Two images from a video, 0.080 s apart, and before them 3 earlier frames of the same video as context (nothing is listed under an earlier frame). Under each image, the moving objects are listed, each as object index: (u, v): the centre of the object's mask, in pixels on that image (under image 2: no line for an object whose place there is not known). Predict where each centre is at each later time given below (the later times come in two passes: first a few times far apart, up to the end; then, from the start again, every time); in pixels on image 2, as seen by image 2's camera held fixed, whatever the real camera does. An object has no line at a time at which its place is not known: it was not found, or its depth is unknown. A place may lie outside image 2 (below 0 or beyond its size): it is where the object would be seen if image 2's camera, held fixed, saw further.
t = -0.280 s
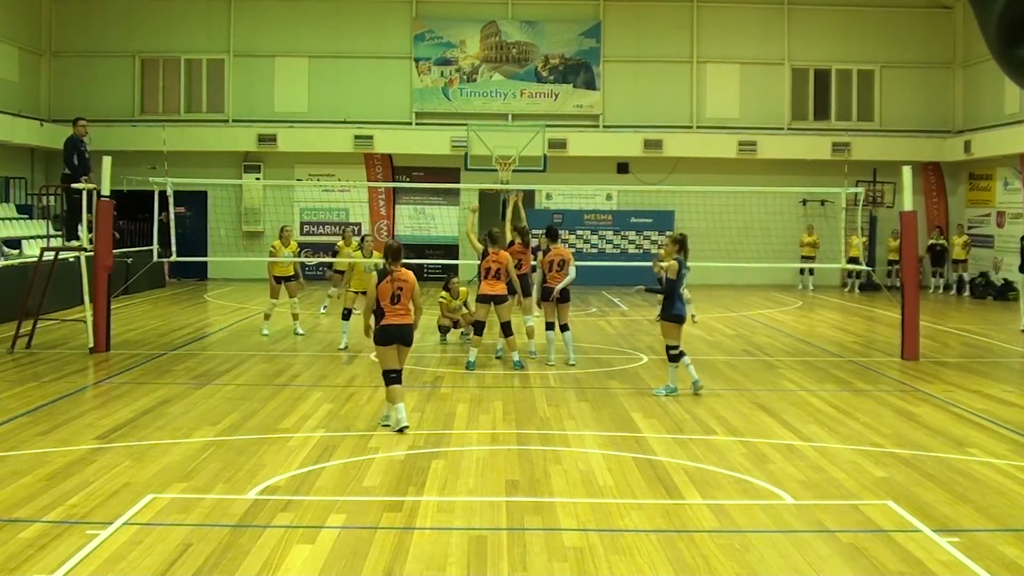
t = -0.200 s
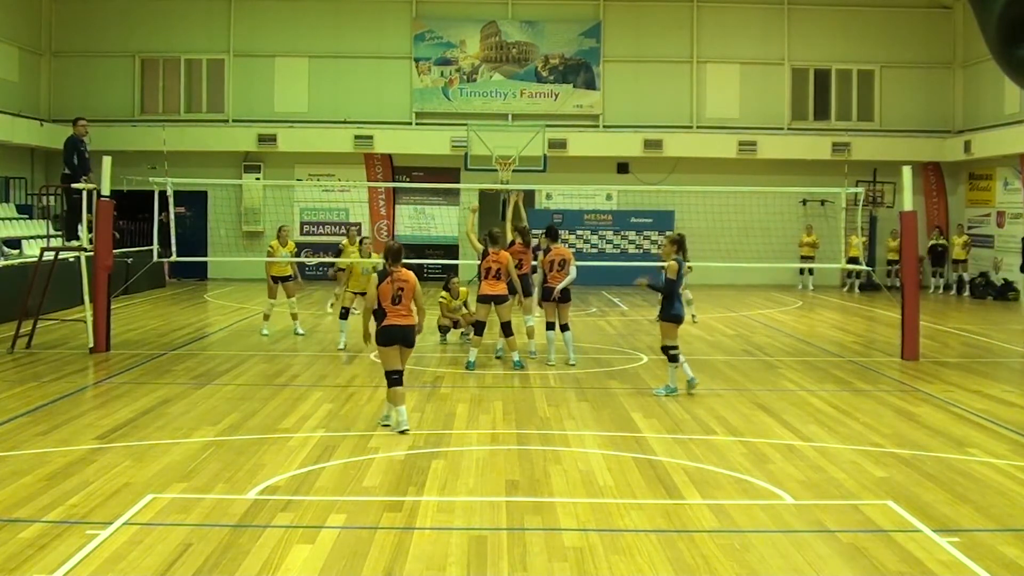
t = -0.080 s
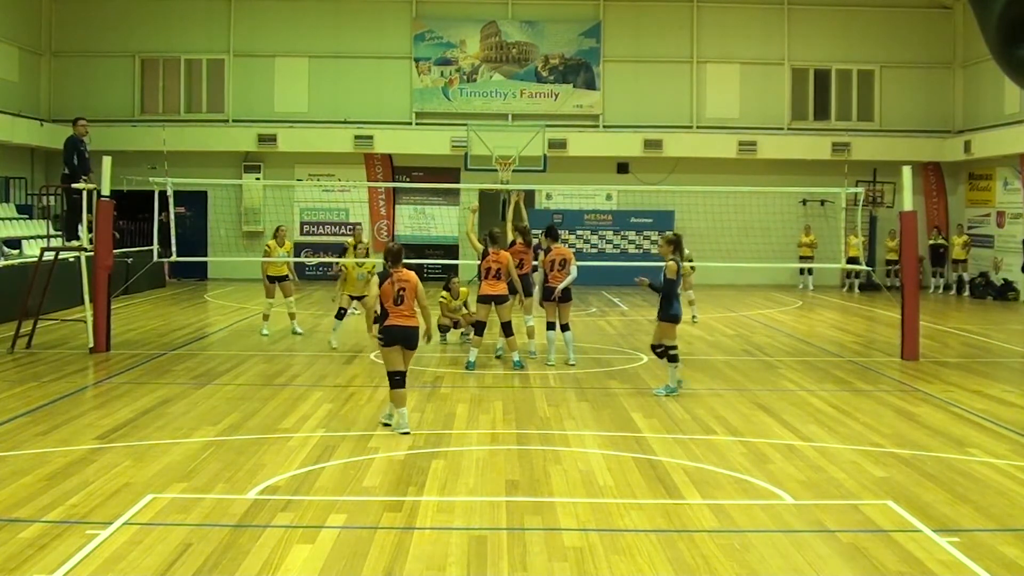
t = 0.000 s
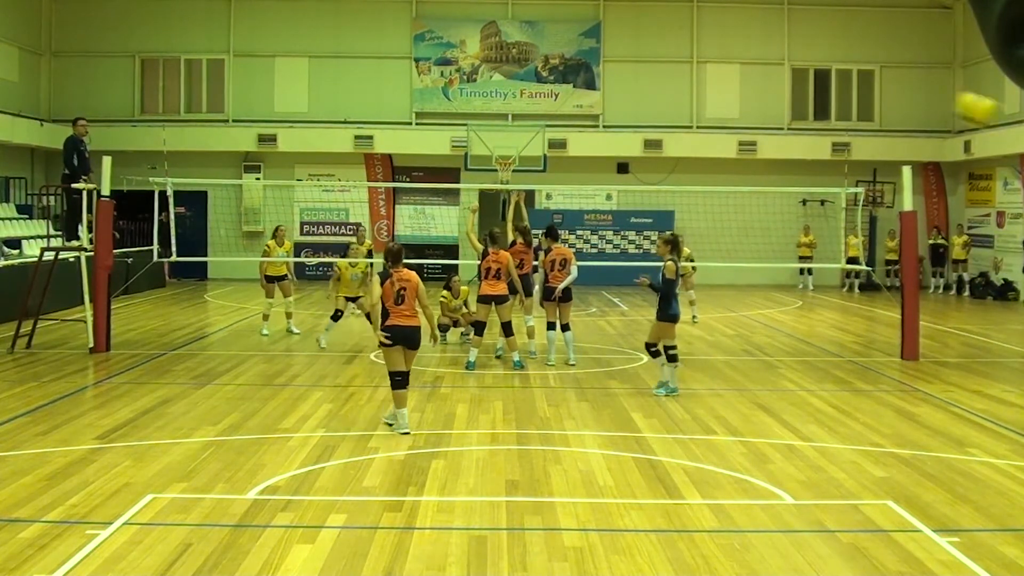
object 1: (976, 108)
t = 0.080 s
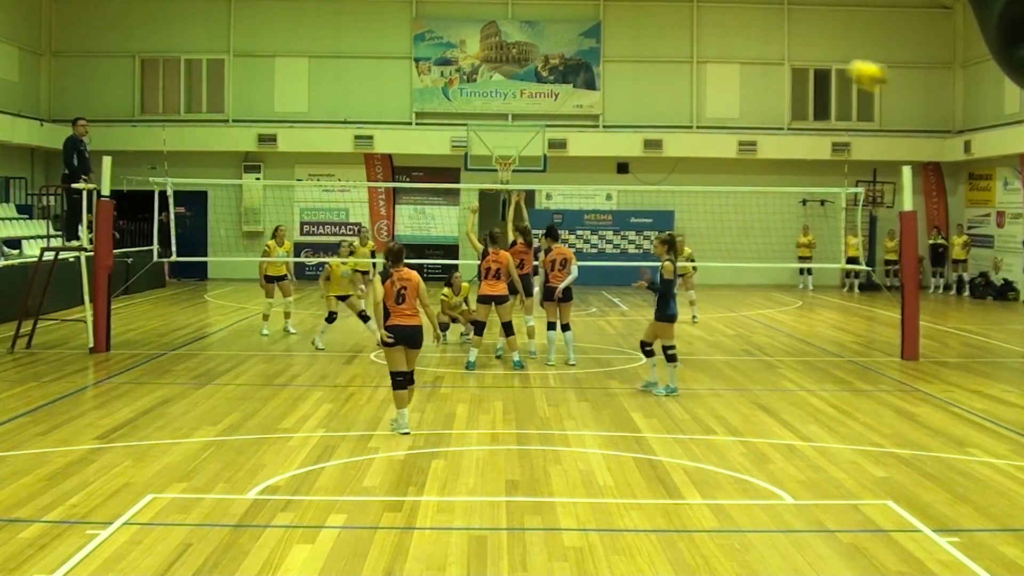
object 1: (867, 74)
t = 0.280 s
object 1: (678, 44)
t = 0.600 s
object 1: (527, 75)
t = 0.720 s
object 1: (491, 102)
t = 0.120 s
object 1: (822, 62)
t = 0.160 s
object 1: (779, 53)
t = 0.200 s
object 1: (741, 47)
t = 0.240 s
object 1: (708, 44)
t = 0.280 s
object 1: (678, 44)
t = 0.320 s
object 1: (651, 44)
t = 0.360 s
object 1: (627, 45)
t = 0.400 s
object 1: (606, 47)
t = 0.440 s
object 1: (587, 54)
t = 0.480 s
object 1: (569, 59)
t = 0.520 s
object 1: (553, 64)
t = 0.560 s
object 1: (540, 69)
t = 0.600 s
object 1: (527, 75)
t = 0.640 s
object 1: (513, 83)
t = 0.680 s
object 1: (502, 93)
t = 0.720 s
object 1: (491, 102)
